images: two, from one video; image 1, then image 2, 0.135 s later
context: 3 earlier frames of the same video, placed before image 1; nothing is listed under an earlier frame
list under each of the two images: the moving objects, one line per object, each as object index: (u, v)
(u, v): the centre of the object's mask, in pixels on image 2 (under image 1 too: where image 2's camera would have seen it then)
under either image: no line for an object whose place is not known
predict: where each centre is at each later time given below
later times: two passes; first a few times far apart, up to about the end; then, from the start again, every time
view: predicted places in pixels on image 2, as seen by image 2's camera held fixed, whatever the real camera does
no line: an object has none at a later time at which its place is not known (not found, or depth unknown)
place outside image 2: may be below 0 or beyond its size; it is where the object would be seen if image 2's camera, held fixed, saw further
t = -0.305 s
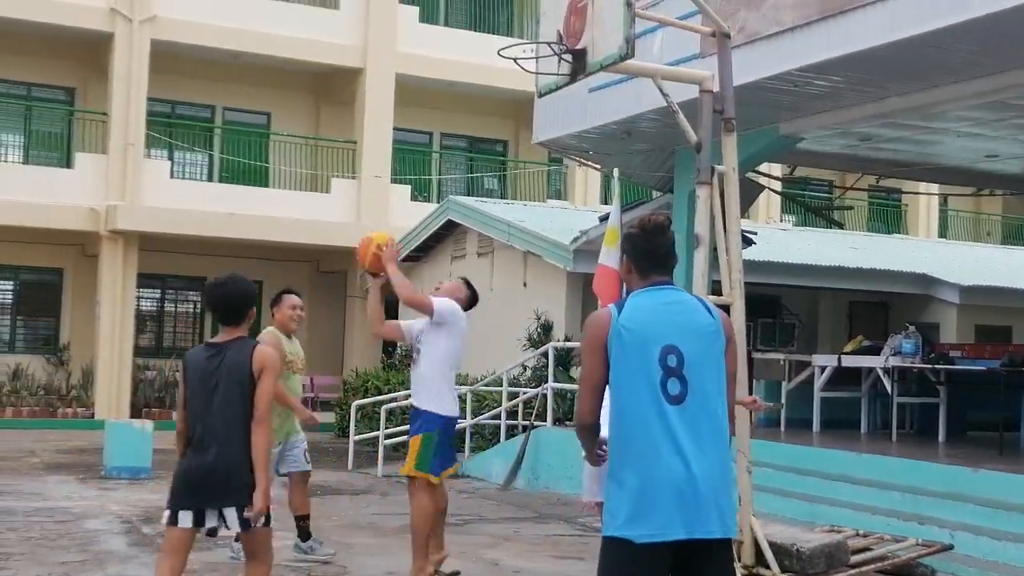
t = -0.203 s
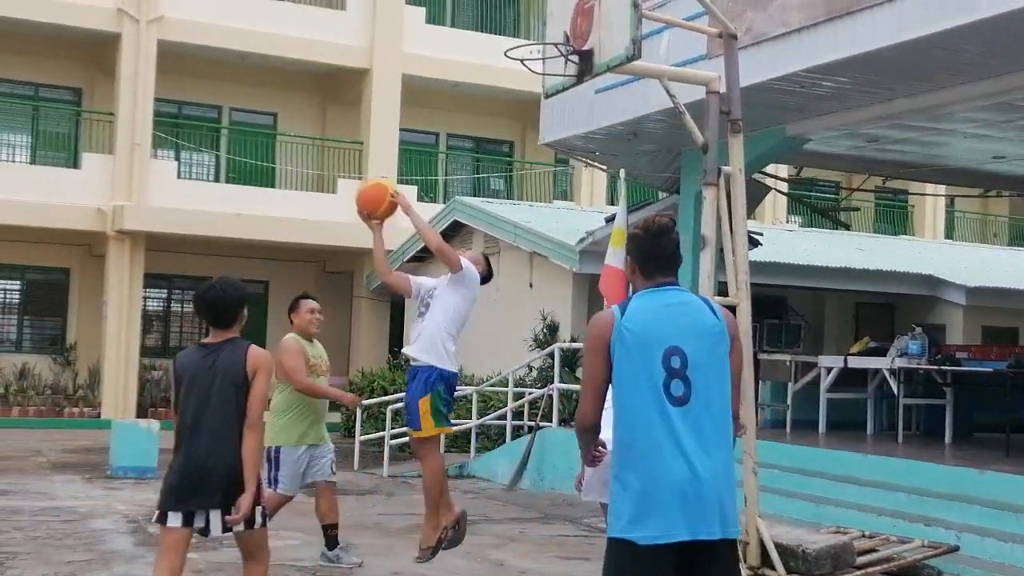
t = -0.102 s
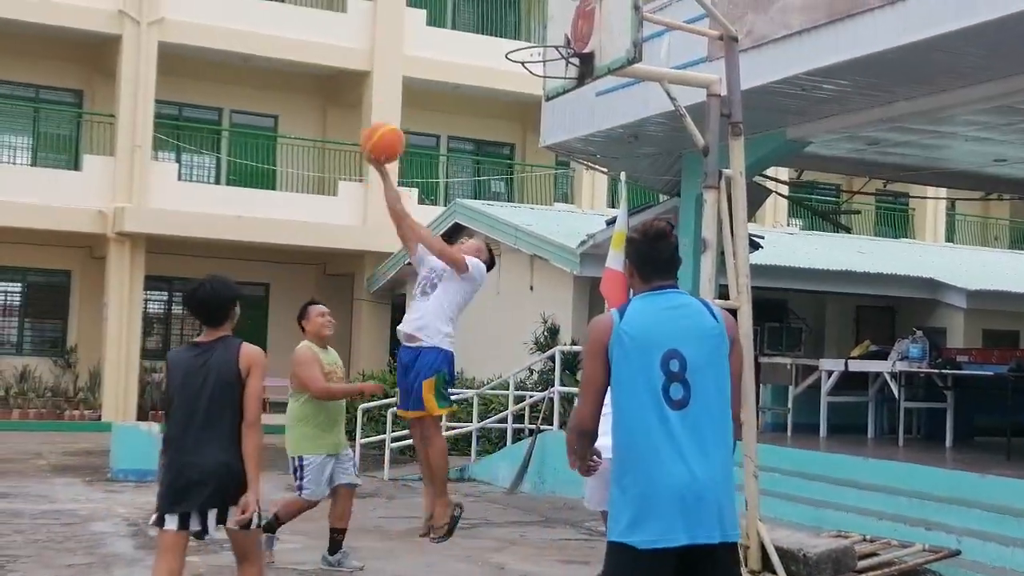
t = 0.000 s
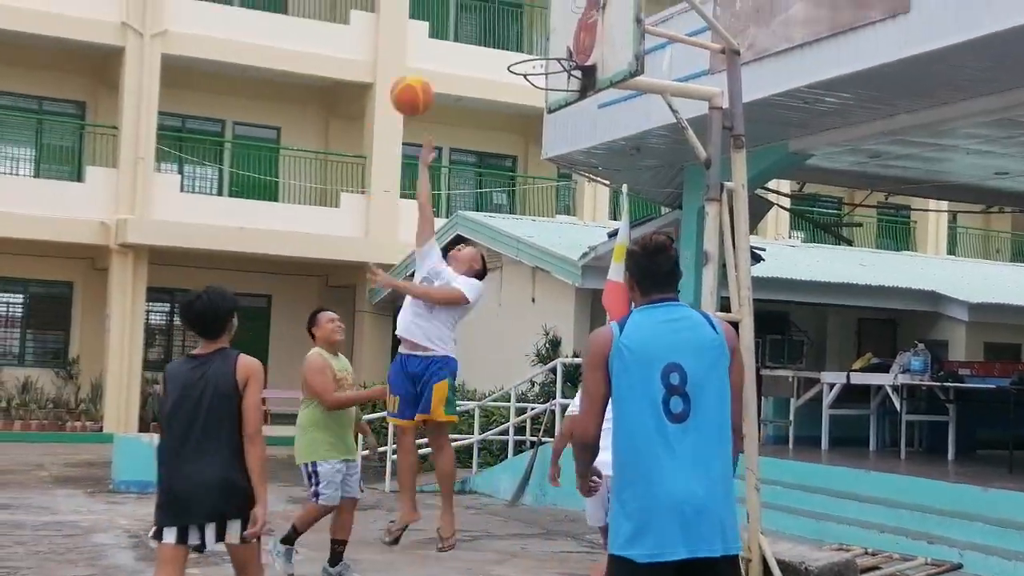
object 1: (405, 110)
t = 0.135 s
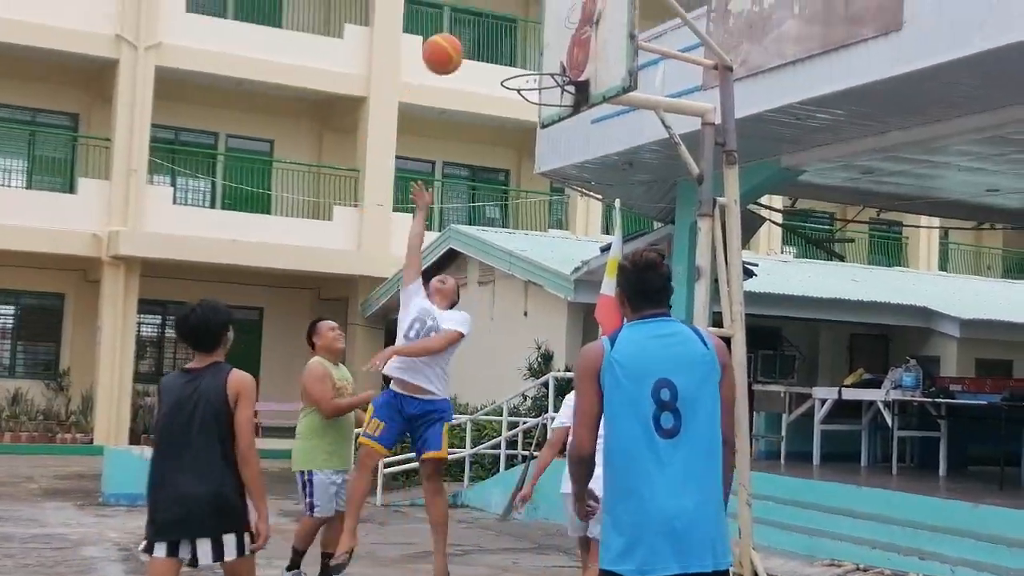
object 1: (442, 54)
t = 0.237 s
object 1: (468, 35)
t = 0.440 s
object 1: (516, 44)
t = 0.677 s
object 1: (509, 124)
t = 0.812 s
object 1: (475, 204)
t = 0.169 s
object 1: (452, 45)
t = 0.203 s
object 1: (460, 39)
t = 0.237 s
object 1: (468, 35)
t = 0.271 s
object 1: (477, 32)
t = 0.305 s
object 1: (486, 30)
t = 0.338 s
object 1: (493, 30)
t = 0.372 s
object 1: (500, 33)
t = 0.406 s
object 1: (509, 38)
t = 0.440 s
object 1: (516, 44)
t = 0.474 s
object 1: (523, 52)
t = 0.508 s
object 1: (530, 62)
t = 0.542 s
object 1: (537, 73)
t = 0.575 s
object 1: (533, 84)
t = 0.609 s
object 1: (525, 95)
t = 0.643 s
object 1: (517, 109)
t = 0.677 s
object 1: (509, 124)
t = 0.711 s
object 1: (501, 141)
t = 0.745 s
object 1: (492, 160)
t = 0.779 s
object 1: (483, 180)
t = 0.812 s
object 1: (475, 204)
